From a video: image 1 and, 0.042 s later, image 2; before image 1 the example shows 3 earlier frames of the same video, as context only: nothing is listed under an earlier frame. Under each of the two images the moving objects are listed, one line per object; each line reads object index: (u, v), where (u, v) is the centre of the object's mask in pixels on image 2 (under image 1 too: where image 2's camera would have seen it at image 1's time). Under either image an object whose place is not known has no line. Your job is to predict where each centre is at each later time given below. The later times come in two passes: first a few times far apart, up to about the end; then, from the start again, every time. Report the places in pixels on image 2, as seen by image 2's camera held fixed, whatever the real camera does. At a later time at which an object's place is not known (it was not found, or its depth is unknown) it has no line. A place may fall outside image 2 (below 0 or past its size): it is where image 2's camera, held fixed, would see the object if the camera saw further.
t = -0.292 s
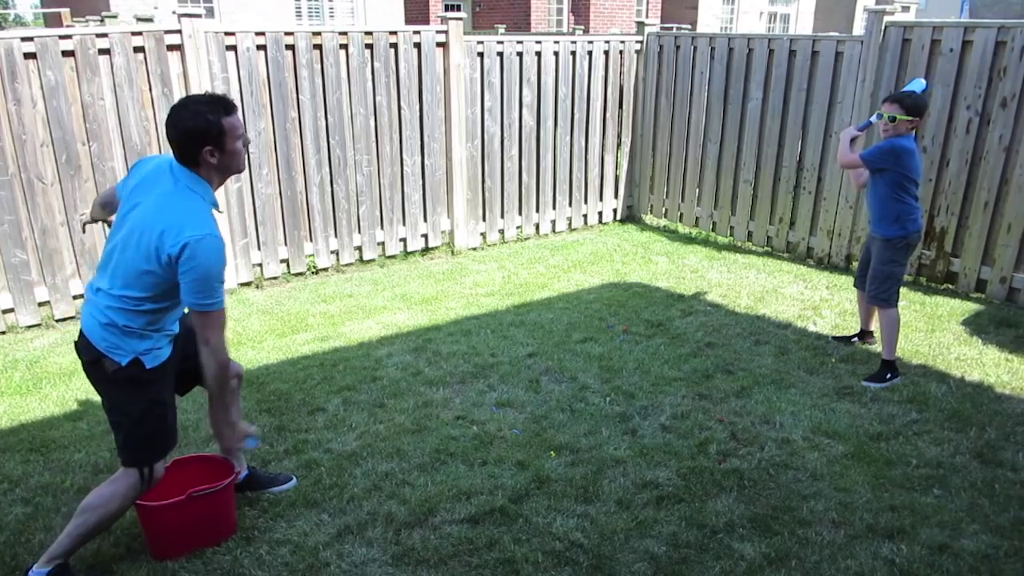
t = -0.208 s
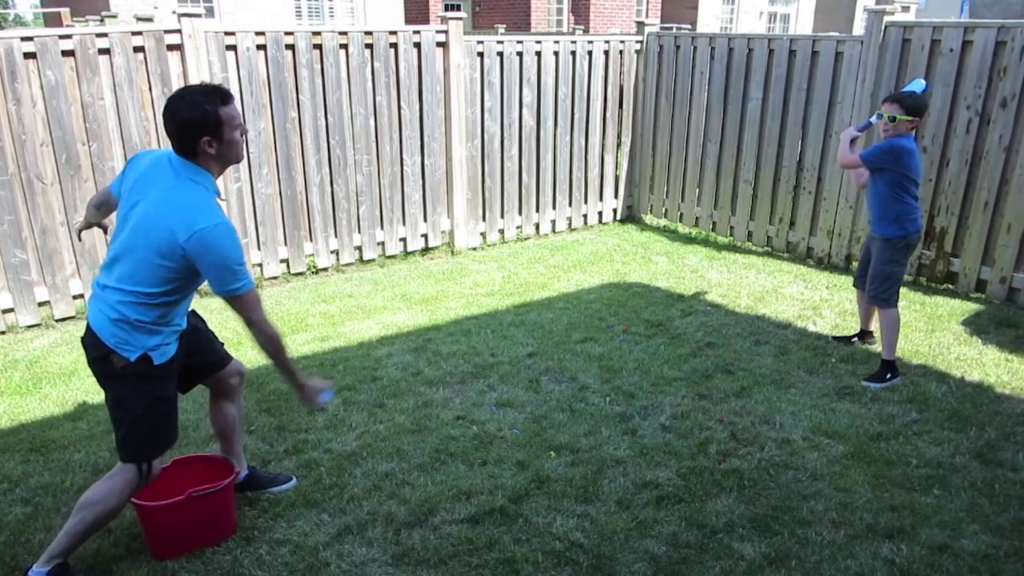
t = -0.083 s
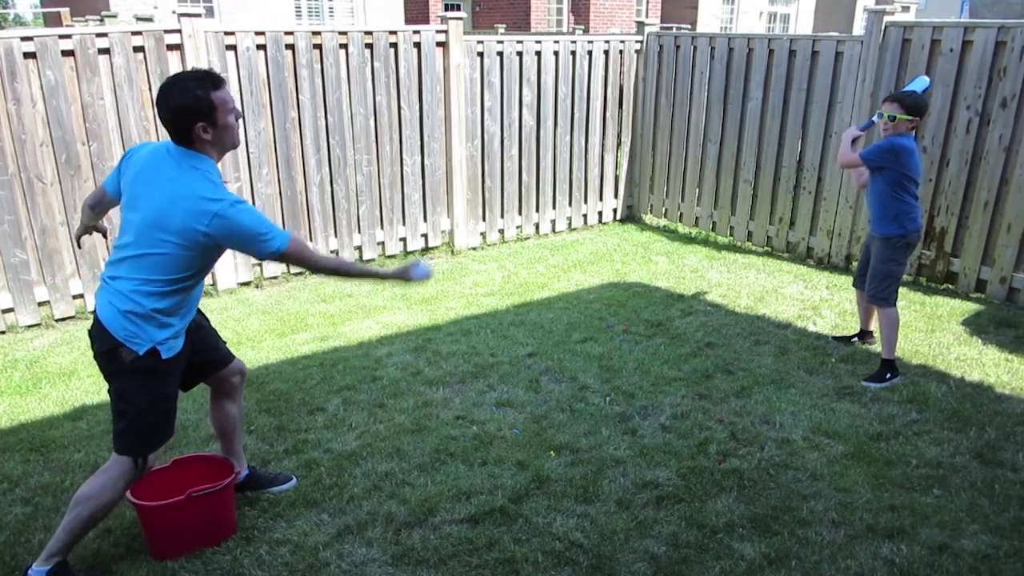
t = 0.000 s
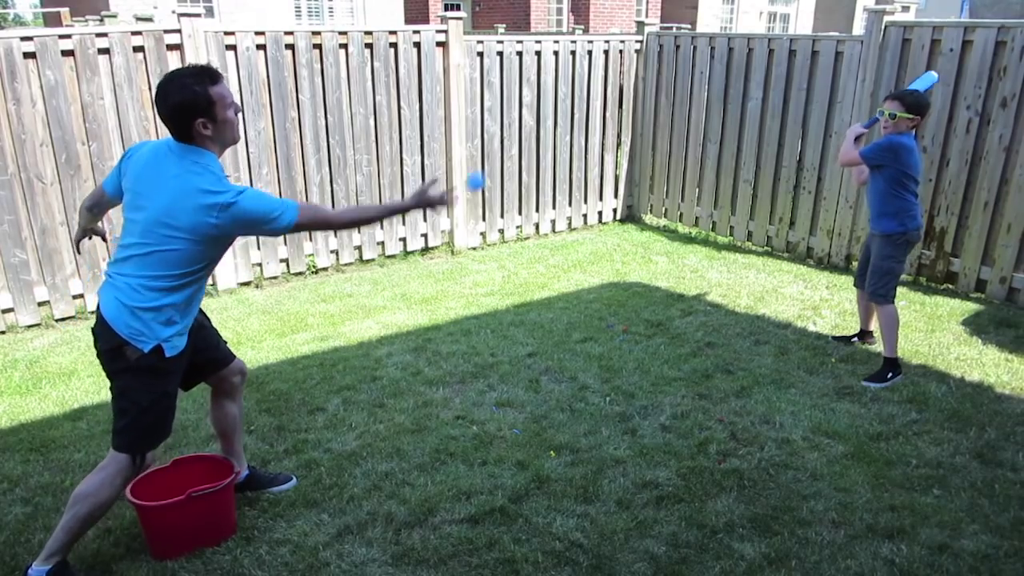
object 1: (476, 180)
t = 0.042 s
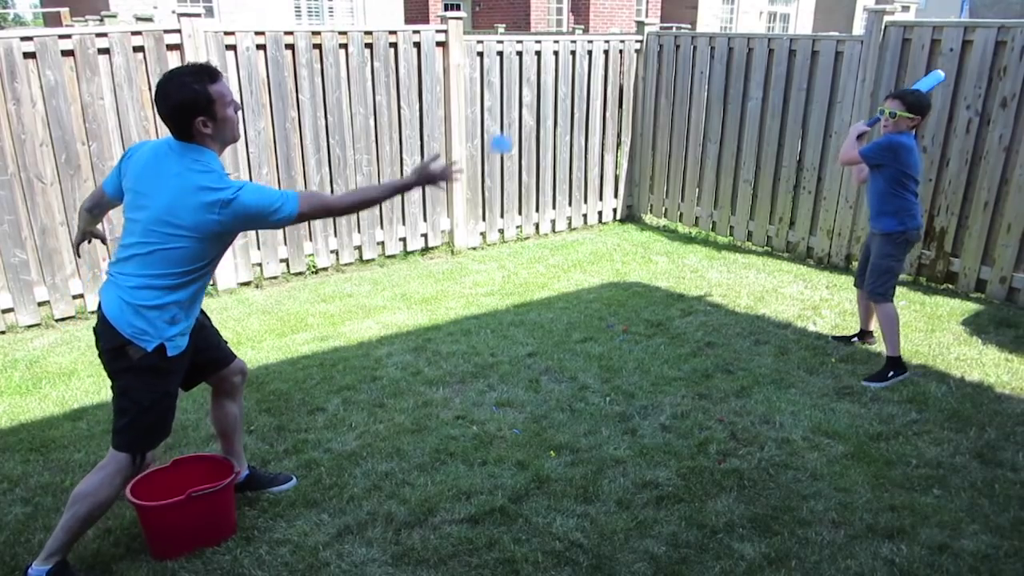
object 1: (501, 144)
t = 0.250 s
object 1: (622, 35)
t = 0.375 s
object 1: (682, 27)
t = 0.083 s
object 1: (529, 112)
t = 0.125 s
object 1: (553, 84)
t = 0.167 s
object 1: (578, 62)
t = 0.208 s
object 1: (601, 47)
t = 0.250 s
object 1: (622, 35)
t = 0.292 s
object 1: (643, 28)
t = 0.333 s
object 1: (664, 25)
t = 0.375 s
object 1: (682, 27)
